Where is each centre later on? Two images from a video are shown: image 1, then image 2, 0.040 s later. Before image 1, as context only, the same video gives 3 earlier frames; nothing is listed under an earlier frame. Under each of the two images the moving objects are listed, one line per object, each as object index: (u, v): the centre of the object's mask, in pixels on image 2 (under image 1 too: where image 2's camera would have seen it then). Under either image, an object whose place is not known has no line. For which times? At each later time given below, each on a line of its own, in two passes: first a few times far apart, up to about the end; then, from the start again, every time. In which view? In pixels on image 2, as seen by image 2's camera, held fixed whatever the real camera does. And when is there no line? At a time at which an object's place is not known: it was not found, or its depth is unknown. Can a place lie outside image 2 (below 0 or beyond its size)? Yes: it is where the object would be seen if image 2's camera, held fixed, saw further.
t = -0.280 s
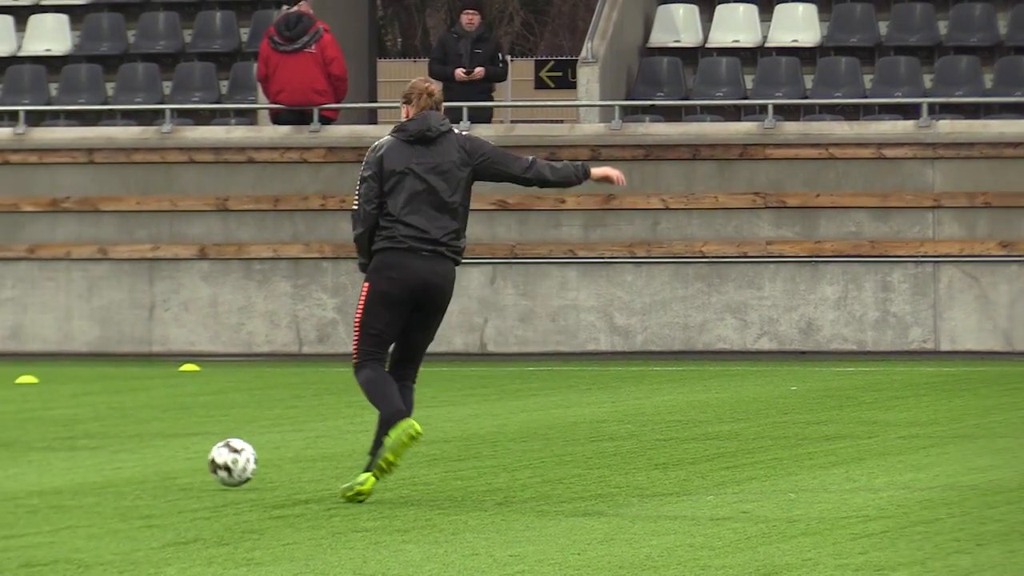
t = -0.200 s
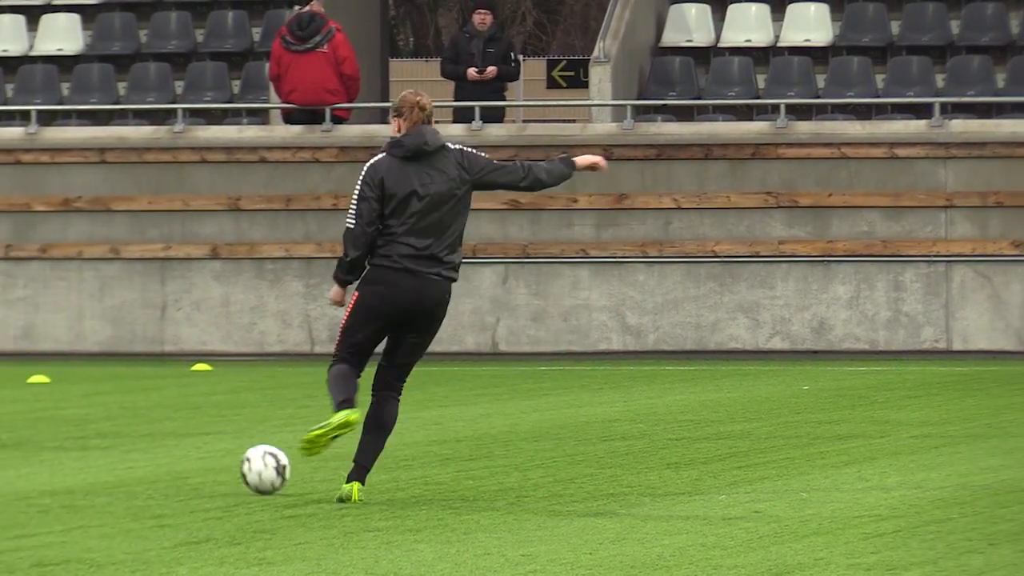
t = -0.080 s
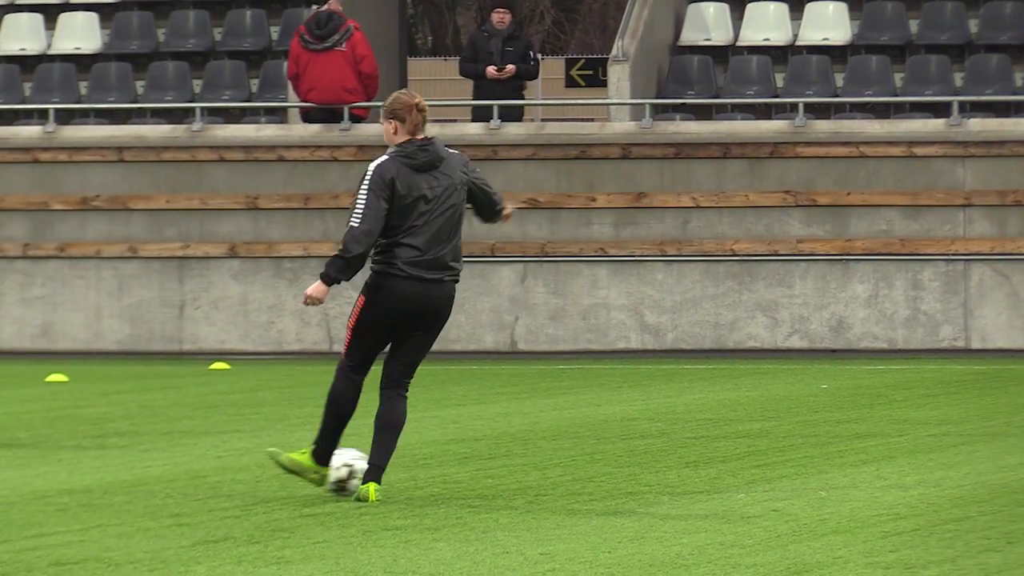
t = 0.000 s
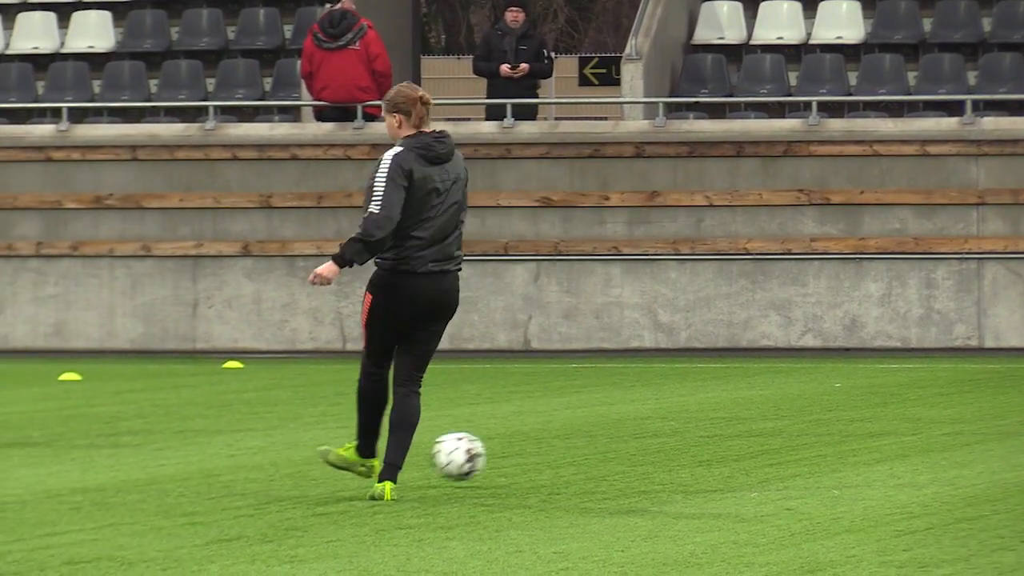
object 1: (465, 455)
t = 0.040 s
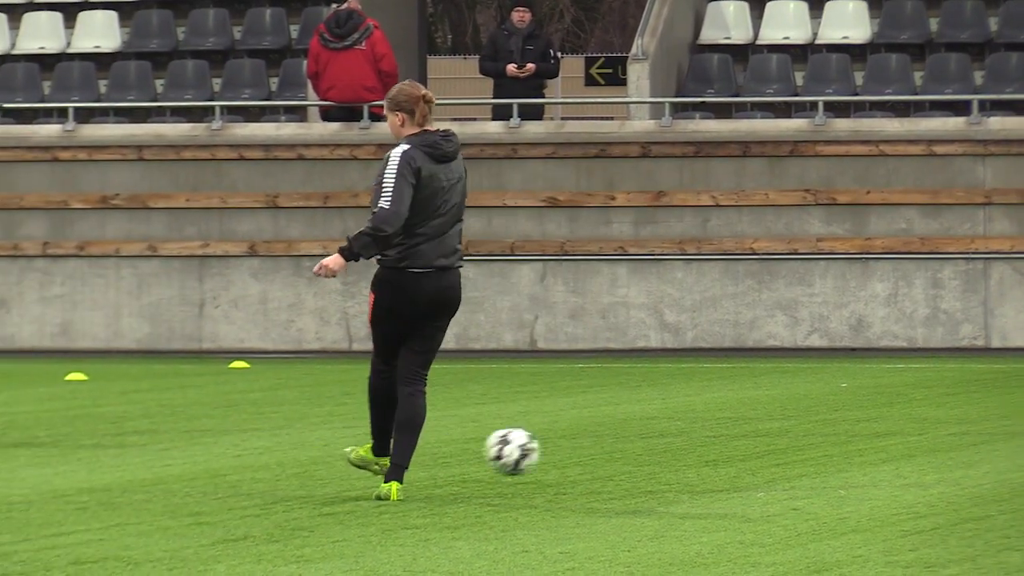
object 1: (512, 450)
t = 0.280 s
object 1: (777, 438)
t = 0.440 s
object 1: (929, 428)
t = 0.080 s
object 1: (559, 450)
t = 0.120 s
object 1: (605, 452)
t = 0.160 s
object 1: (651, 448)
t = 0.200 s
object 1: (694, 442)
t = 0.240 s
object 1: (737, 438)
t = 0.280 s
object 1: (777, 438)
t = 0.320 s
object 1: (818, 439)
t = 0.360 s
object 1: (857, 433)
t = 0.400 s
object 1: (894, 429)
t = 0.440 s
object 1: (929, 428)
